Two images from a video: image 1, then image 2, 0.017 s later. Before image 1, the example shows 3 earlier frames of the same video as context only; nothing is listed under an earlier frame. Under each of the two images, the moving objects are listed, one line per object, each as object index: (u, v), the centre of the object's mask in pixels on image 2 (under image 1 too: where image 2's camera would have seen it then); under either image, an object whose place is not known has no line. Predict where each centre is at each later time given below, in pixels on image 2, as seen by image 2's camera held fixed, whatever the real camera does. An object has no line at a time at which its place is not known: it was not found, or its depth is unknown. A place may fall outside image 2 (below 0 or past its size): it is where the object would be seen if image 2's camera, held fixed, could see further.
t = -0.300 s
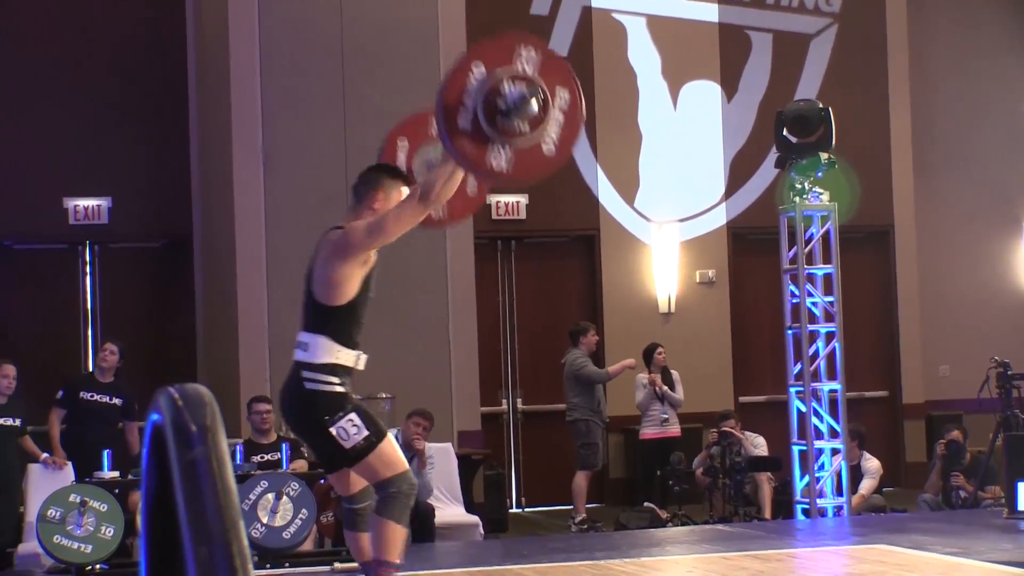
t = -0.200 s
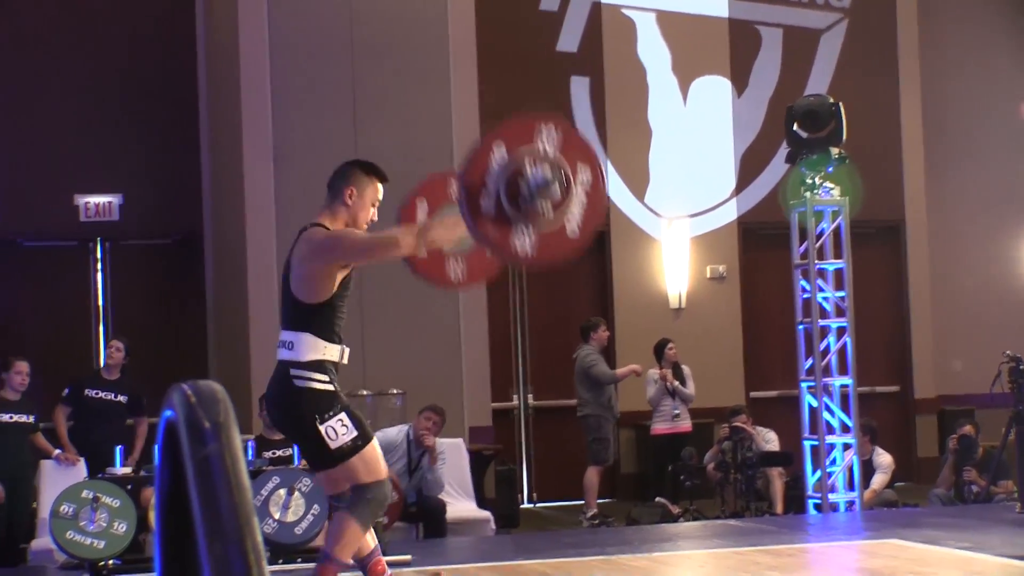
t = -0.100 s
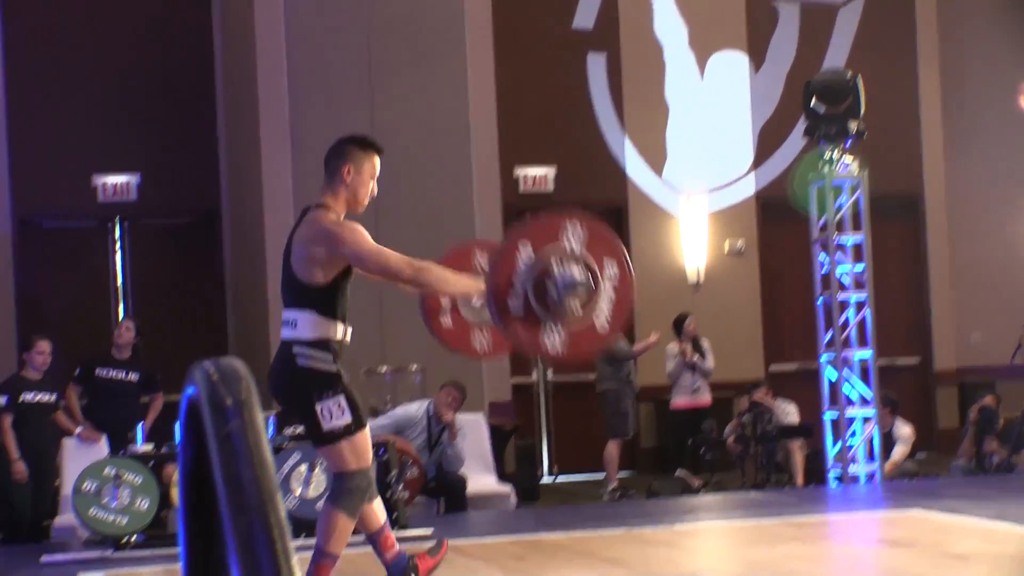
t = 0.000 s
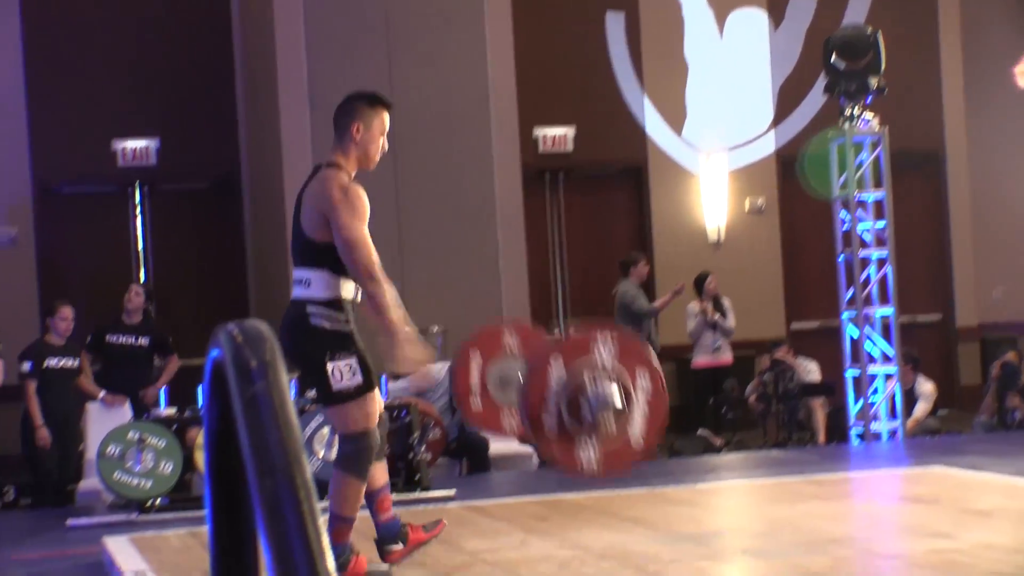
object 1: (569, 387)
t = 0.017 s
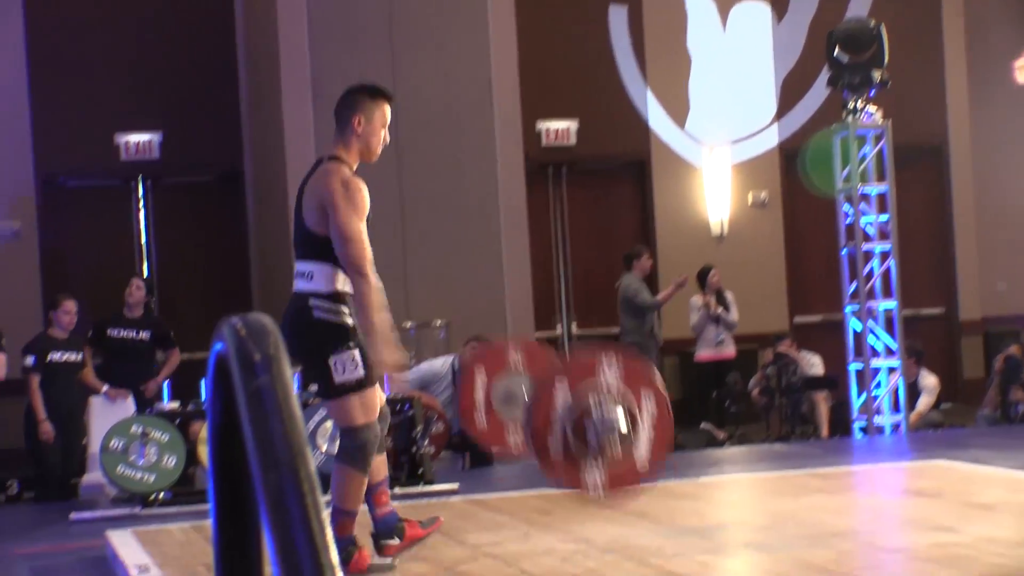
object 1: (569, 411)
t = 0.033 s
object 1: (570, 435)
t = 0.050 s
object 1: (572, 461)
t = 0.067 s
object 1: (574, 490)
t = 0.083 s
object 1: (576, 485)
